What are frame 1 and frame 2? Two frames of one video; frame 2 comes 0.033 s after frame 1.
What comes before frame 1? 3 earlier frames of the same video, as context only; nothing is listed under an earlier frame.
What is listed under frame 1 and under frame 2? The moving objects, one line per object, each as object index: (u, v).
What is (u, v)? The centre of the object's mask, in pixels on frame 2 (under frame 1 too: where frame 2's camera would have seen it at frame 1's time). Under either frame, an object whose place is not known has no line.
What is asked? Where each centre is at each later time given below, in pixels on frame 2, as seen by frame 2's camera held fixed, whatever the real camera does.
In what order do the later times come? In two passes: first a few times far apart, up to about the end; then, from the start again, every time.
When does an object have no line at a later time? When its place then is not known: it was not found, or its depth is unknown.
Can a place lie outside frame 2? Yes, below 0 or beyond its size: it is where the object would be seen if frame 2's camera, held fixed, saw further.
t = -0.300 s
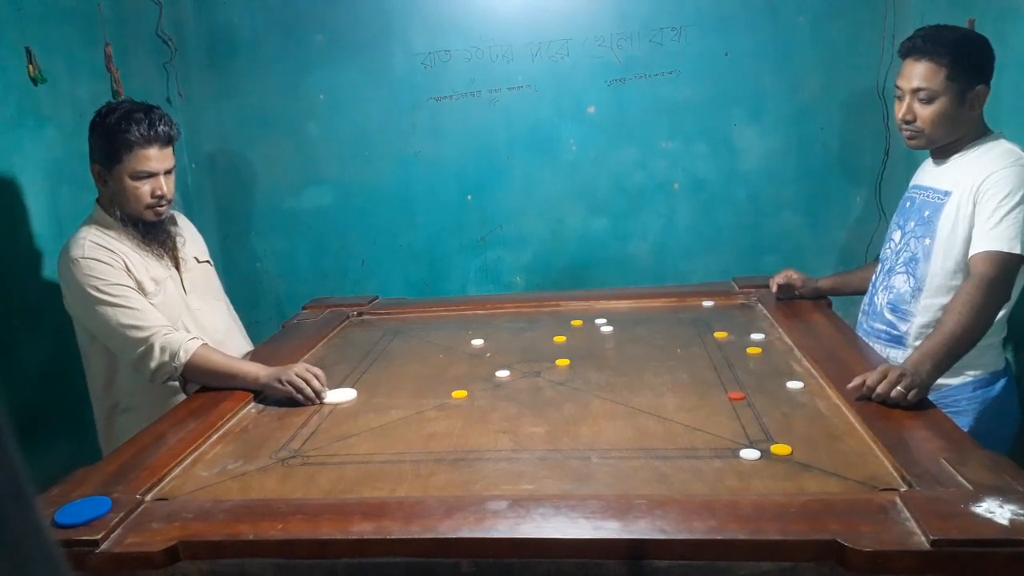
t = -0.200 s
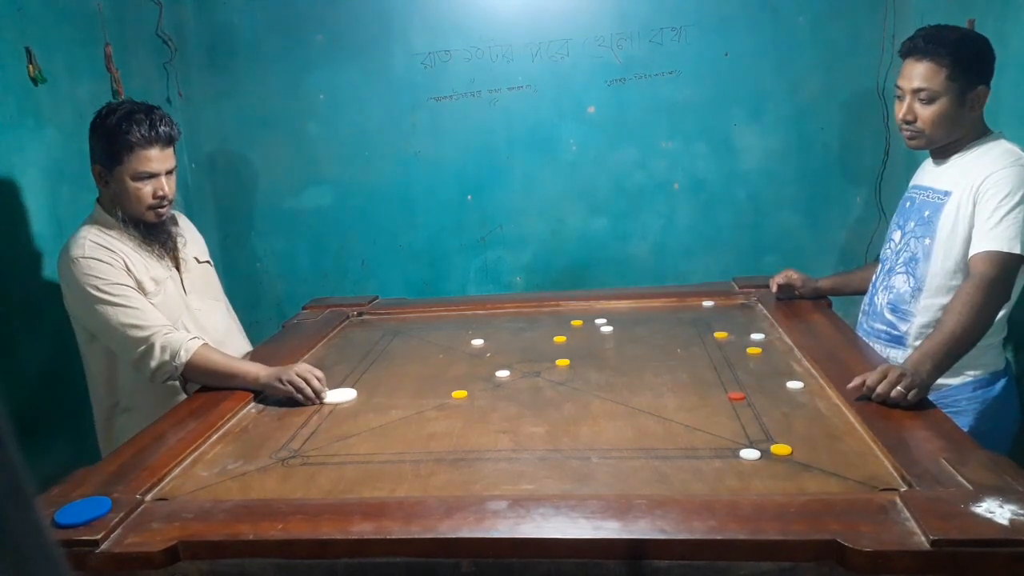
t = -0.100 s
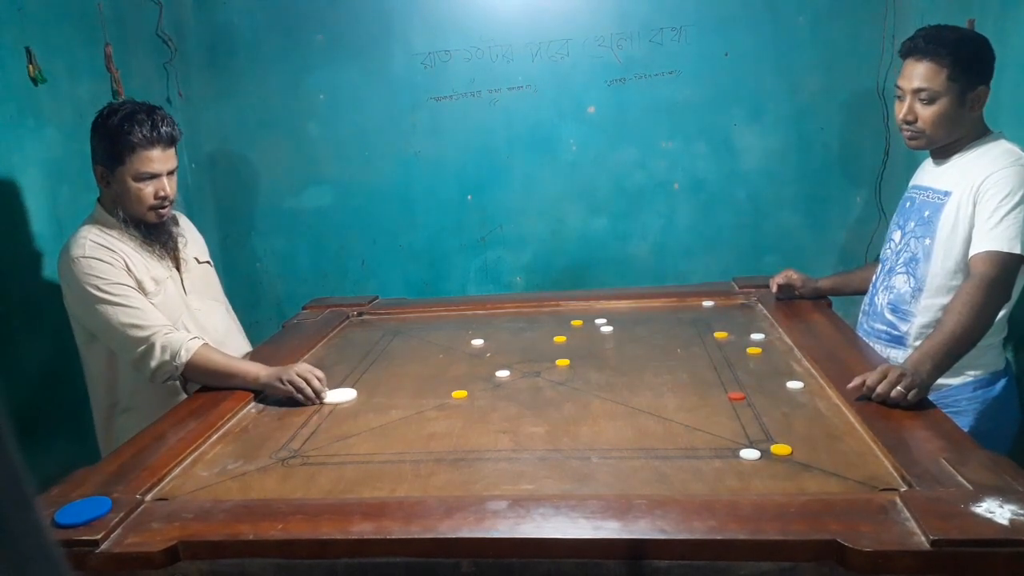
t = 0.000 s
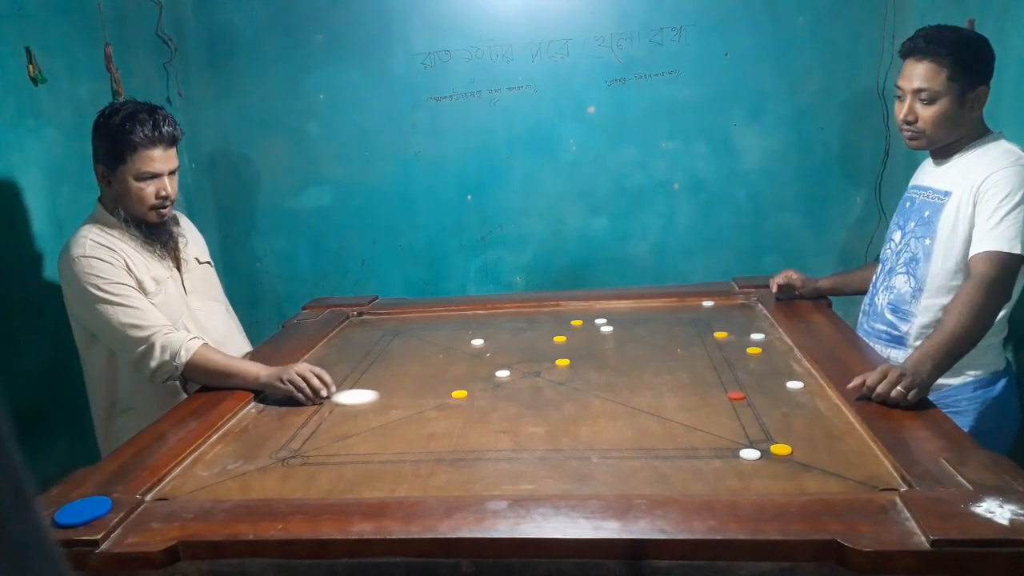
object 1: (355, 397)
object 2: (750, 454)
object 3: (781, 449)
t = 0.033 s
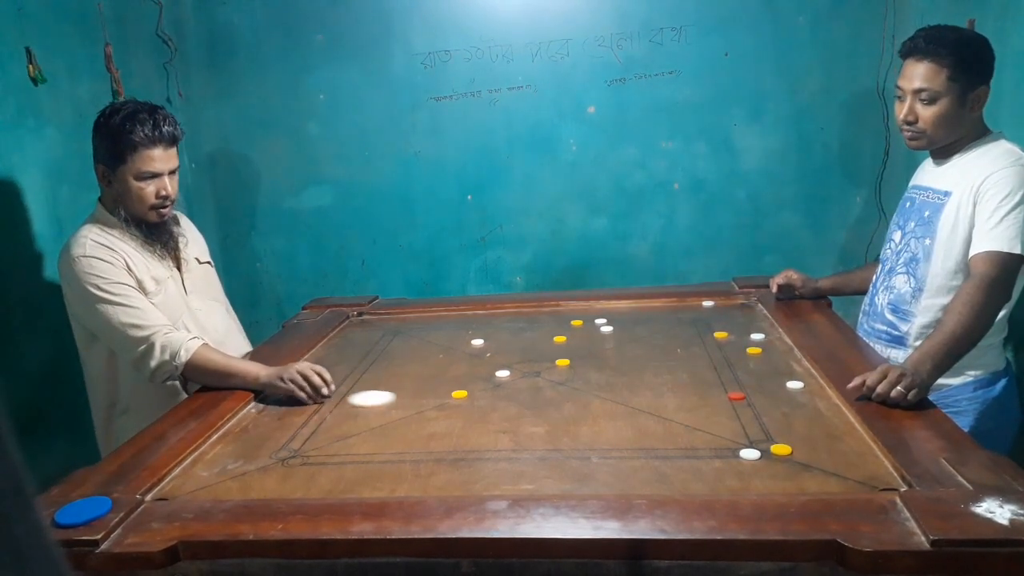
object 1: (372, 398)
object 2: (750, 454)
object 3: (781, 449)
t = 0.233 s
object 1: (474, 408)
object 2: (749, 454)
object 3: (781, 449)
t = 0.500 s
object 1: (624, 424)
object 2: (749, 454)
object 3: (781, 449)
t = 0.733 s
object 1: (768, 440)
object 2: (749, 454)
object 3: (811, 457)
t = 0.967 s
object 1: (825, 449)
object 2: (749, 454)
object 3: (793, 488)
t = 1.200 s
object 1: (766, 455)
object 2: (706, 455)
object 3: (678, 467)
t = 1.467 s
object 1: (730, 459)
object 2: (599, 460)
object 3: (578, 444)
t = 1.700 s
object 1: (719, 461)
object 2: (528, 464)
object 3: (516, 429)
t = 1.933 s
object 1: (718, 461)
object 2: (471, 467)
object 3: (469, 417)
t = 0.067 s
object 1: (388, 400)
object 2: (750, 454)
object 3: (781, 449)
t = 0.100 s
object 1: (405, 401)
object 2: (750, 454)
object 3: (781, 449)
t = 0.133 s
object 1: (422, 403)
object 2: (750, 454)
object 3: (781, 449)
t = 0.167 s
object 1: (438, 405)
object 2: (749, 454)
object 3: (781, 449)
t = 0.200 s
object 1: (456, 406)
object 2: (749, 454)
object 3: (781, 449)
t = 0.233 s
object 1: (474, 408)
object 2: (749, 454)
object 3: (781, 449)
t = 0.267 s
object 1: (492, 410)
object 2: (749, 454)
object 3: (781, 449)
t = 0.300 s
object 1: (510, 412)
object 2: (749, 454)
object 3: (781, 449)
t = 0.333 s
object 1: (528, 414)
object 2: (749, 454)
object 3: (781, 449)
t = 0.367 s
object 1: (546, 416)
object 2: (749, 454)
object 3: (781, 449)
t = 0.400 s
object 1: (565, 418)
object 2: (749, 454)
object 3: (781, 449)
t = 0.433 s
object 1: (585, 420)
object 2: (749, 454)
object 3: (781, 449)
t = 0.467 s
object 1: (604, 422)
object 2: (749, 454)
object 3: (781, 449)
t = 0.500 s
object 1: (624, 424)
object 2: (749, 454)
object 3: (781, 449)
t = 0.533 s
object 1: (643, 427)
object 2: (749, 454)
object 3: (781, 449)
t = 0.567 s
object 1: (664, 429)
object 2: (749, 454)
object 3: (781, 449)
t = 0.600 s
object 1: (685, 431)
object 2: (749, 454)
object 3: (781, 449)
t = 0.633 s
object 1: (706, 434)
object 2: (749, 454)
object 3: (781, 449)
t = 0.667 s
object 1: (728, 436)
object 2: (750, 454)
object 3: (781, 449)
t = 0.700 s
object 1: (748, 438)
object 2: (750, 454)
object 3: (781, 449)
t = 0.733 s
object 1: (768, 440)
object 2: (749, 454)
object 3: (811, 457)
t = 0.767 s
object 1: (786, 442)
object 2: (749, 454)
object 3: (844, 465)
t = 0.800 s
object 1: (804, 443)
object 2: (749, 454)
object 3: (877, 474)
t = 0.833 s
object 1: (822, 444)
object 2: (750, 454)
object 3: (871, 481)
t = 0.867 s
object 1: (840, 446)
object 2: (750, 454)
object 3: (853, 485)
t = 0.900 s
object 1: (846, 447)
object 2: (750, 454)
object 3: (834, 488)
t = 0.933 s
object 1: (835, 448)
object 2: (750, 454)
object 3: (809, 489)
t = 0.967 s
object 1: (825, 449)
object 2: (749, 454)
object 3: (793, 488)
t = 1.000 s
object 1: (814, 450)
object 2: (749, 454)
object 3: (775, 486)
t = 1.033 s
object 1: (805, 451)
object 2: (749, 454)
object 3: (757, 483)
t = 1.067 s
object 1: (795, 452)
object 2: (749, 454)
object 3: (740, 479)
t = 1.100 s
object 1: (787, 453)
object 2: (748, 454)
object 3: (723, 476)
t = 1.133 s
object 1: (779, 454)
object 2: (735, 454)
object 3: (707, 473)
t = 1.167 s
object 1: (772, 454)
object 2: (720, 455)
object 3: (692, 470)
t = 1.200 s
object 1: (766, 455)
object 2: (706, 455)
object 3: (678, 467)
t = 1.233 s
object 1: (760, 456)
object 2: (691, 456)
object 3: (664, 464)
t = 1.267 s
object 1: (755, 456)
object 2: (677, 457)
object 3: (649, 461)
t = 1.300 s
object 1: (750, 457)
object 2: (663, 457)
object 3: (636, 457)
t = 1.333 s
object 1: (745, 458)
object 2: (651, 458)
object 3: (624, 455)
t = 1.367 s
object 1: (741, 458)
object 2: (637, 459)
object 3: (612, 452)
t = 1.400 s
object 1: (737, 459)
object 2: (624, 459)
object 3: (601, 450)
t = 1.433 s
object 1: (733, 459)
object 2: (611, 460)
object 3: (589, 447)
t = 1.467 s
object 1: (730, 459)
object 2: (599, 460)
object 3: (578, 444)
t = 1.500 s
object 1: (727, 460)
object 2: (588, 461)
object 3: (568, 442)
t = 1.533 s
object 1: (725, 460)
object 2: (577, 461)
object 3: (559, 440)
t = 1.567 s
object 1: (723, 460)
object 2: (566, 462)
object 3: (550, 437)
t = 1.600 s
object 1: (722, 461)
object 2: (556, 462)
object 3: (541, 435)
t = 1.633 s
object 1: (720, 461)
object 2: (546, 463)
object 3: (532, 433)
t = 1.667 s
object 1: (720, 461)
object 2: (537, 463)
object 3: (524, 431)
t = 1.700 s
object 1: (719, 461)
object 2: (528, 464)
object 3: (516, 429)
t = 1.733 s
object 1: (719, 461)
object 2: (518, 464)
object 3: (508, 427)
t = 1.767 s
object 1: (719, 461)
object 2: (510, 465)
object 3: (501, 425)
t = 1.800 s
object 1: (719, 461)
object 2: (501, 465)
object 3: (494, 424)
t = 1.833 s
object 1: (719, 461)
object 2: (493, 466)
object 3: (487, 422)
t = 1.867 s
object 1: (719, 461)
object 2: (486, 466)
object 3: (481, 420)
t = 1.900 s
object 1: (718, 461)
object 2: (478, 467)
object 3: (474, 419)
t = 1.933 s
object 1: (718, 461)
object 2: (471, 467)
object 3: (469, 417)
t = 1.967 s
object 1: (718, 461)
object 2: (464, 467)
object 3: (463, 415)
